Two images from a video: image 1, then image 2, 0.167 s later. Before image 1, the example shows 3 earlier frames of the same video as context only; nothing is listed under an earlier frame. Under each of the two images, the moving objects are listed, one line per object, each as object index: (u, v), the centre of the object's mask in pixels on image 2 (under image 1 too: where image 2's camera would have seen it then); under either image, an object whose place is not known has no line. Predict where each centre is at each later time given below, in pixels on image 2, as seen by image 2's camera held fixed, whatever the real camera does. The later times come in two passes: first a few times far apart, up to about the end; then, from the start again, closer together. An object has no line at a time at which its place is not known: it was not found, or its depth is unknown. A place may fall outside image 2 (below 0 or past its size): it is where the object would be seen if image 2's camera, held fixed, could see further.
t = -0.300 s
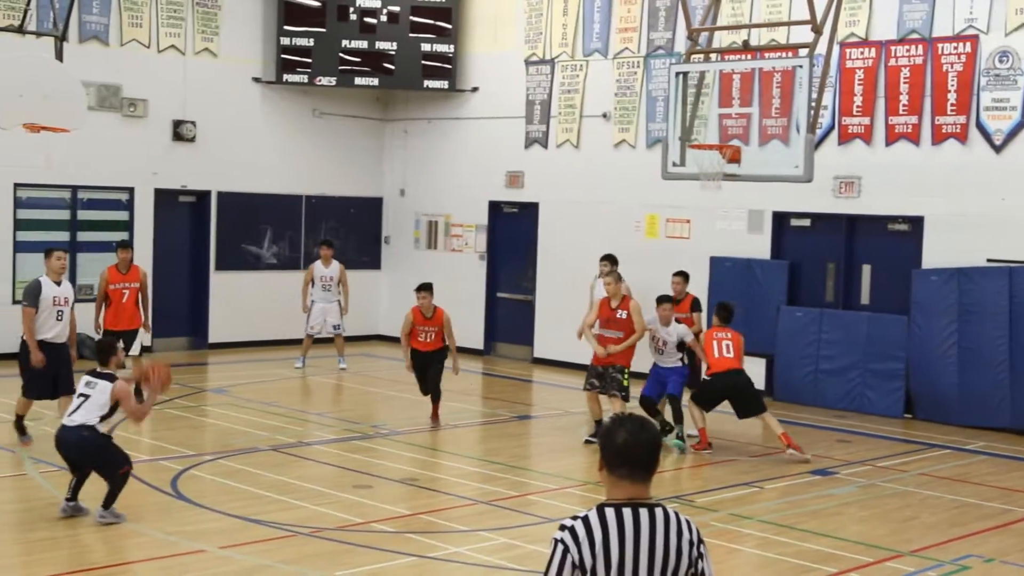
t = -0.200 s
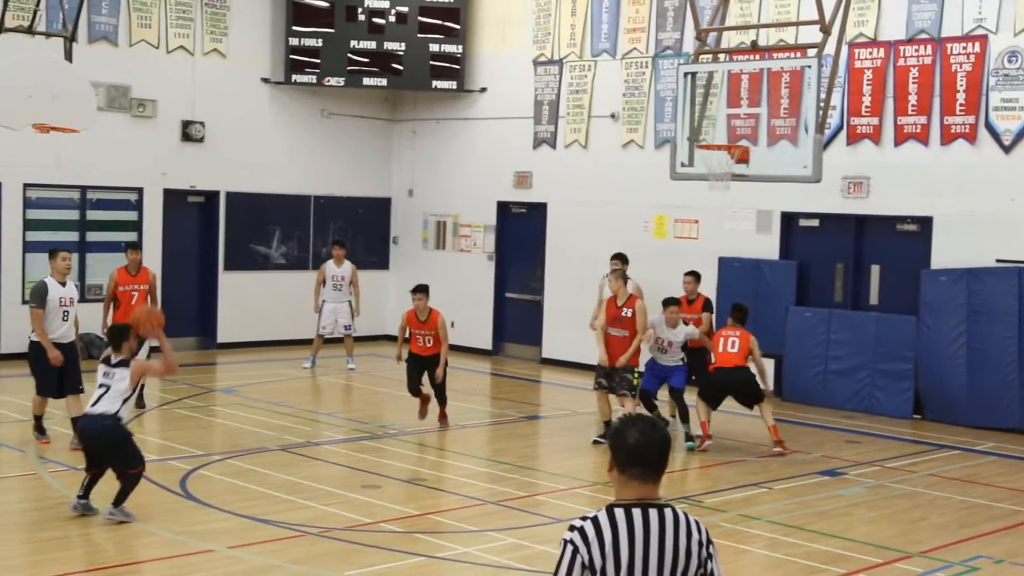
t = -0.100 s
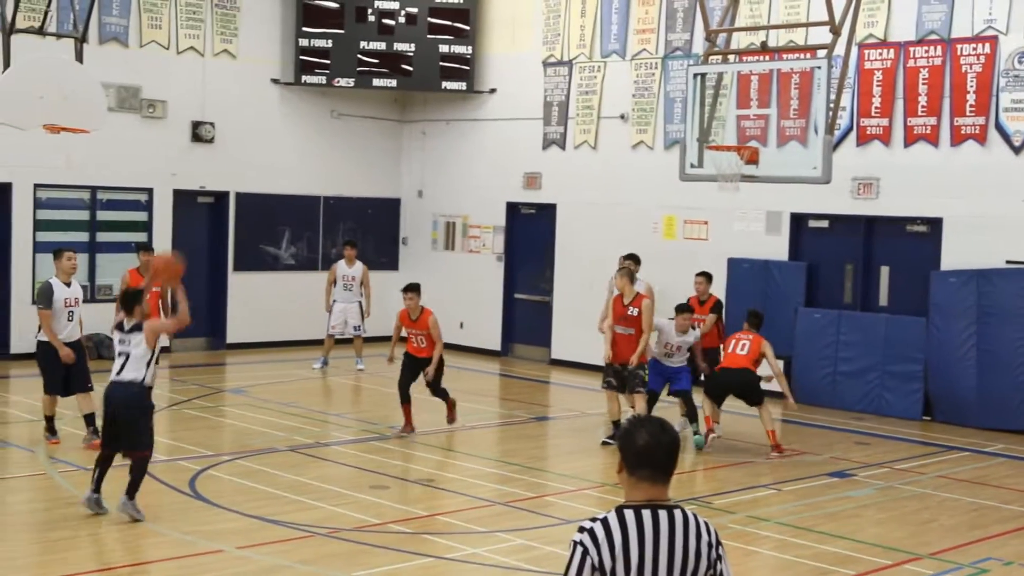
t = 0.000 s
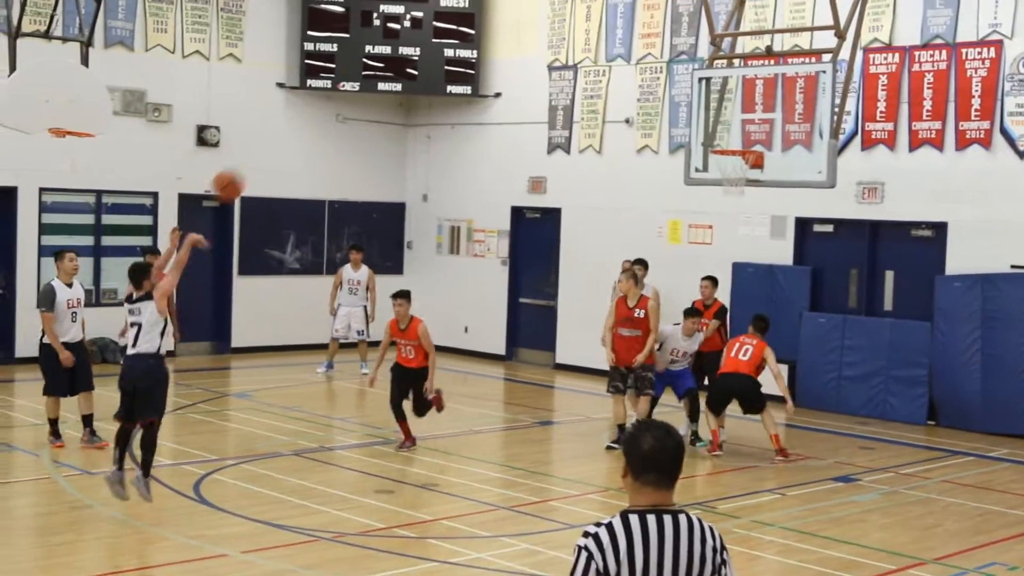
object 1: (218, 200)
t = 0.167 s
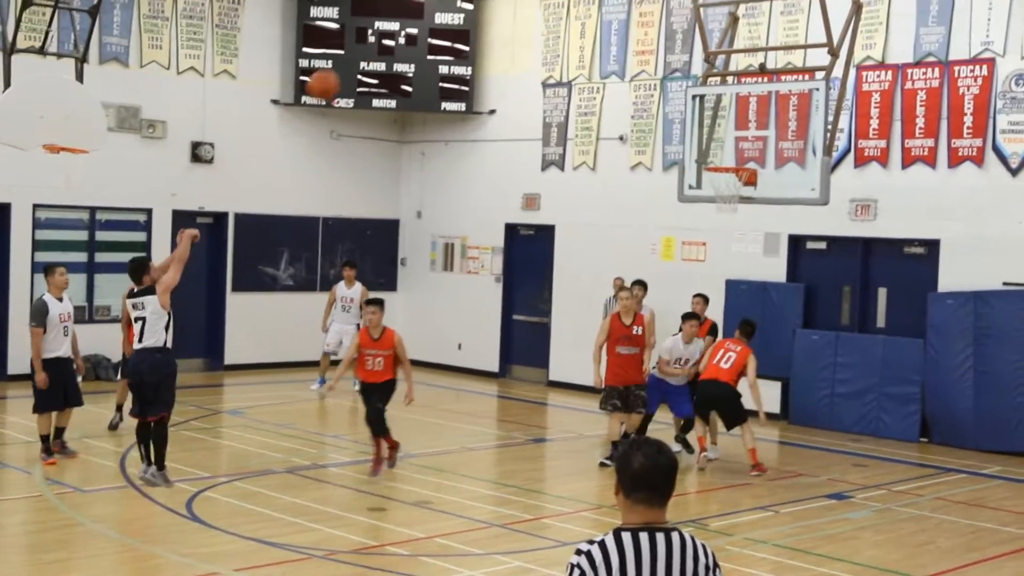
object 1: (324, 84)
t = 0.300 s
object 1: (395, 24)
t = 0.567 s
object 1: (517, -25)
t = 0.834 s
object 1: (617, 7)
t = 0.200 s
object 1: (342, 68)
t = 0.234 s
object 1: (359, 52)
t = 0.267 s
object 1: (376, 39)
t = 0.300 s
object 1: (395, 24)
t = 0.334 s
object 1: (410, 13)
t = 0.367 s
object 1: (426, 4)
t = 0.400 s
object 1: (443, -5)
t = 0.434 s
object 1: (459, -12)
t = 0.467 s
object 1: (473, -16)
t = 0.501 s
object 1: (487, -20)
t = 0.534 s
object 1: (503, -23)
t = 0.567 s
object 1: (517, -25)
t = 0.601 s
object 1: (531, -25)
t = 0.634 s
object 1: (543, -24)
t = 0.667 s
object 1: (557, -22)
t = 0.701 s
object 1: (569, -18)
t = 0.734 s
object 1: (582, -13)
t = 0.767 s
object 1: (594, -7)
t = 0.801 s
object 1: (606, -1)
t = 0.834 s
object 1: (617, 7)
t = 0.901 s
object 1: (639, 25)
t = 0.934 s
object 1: (649, 36)
